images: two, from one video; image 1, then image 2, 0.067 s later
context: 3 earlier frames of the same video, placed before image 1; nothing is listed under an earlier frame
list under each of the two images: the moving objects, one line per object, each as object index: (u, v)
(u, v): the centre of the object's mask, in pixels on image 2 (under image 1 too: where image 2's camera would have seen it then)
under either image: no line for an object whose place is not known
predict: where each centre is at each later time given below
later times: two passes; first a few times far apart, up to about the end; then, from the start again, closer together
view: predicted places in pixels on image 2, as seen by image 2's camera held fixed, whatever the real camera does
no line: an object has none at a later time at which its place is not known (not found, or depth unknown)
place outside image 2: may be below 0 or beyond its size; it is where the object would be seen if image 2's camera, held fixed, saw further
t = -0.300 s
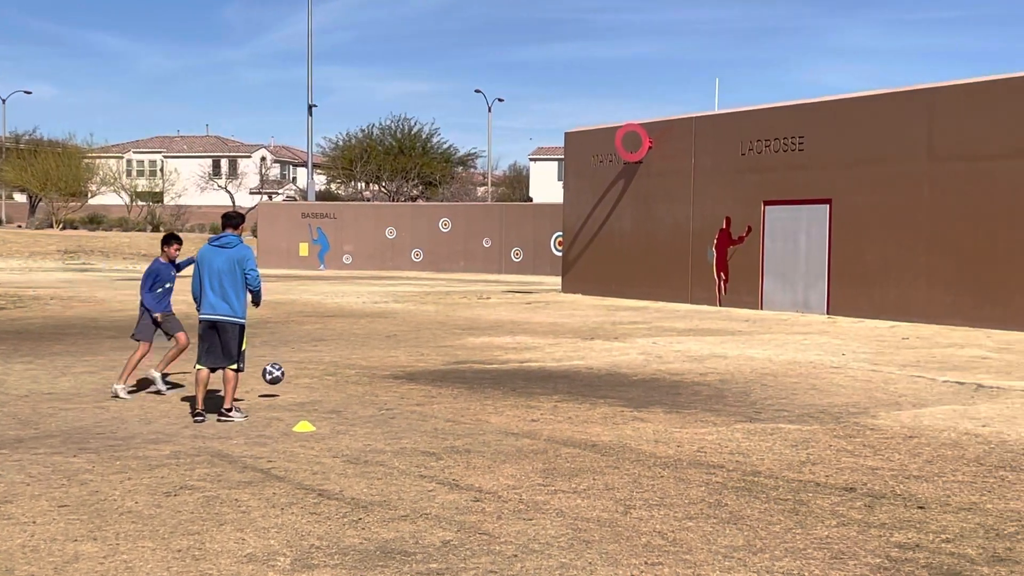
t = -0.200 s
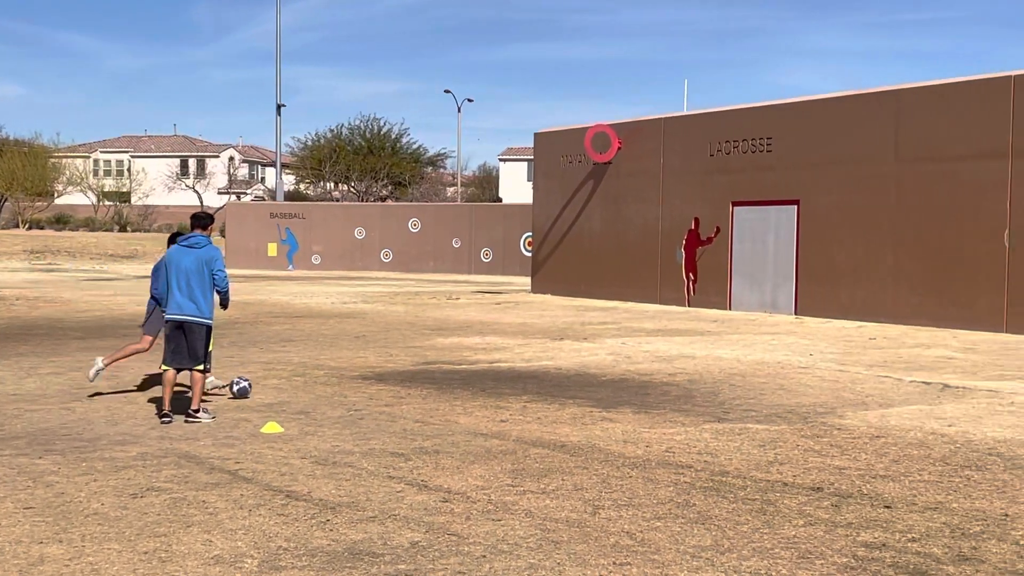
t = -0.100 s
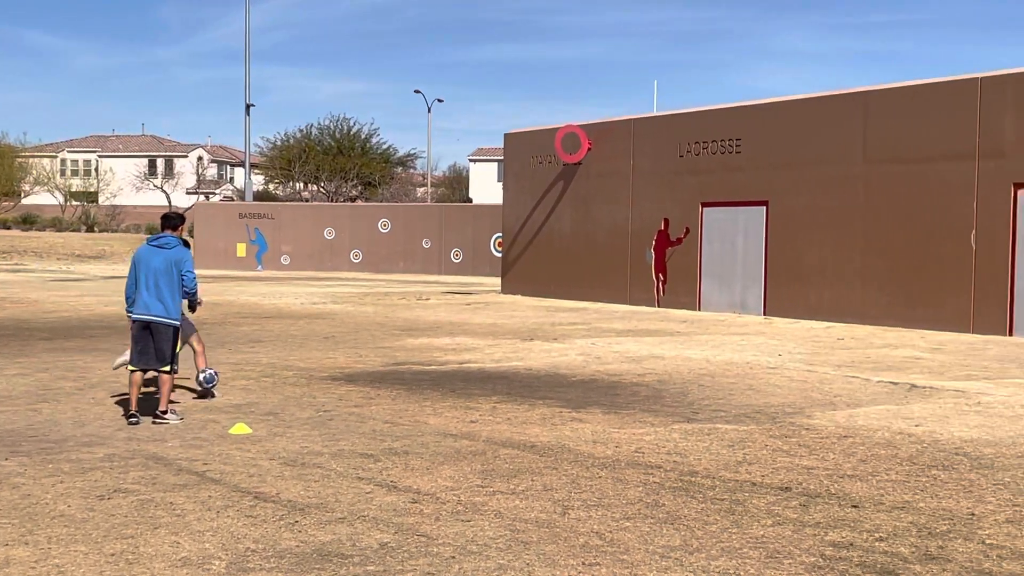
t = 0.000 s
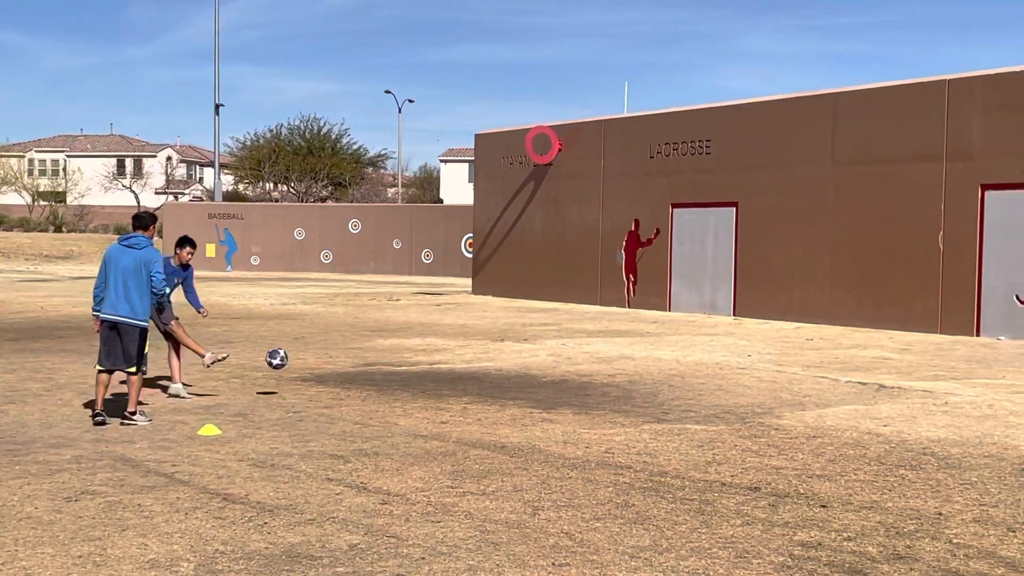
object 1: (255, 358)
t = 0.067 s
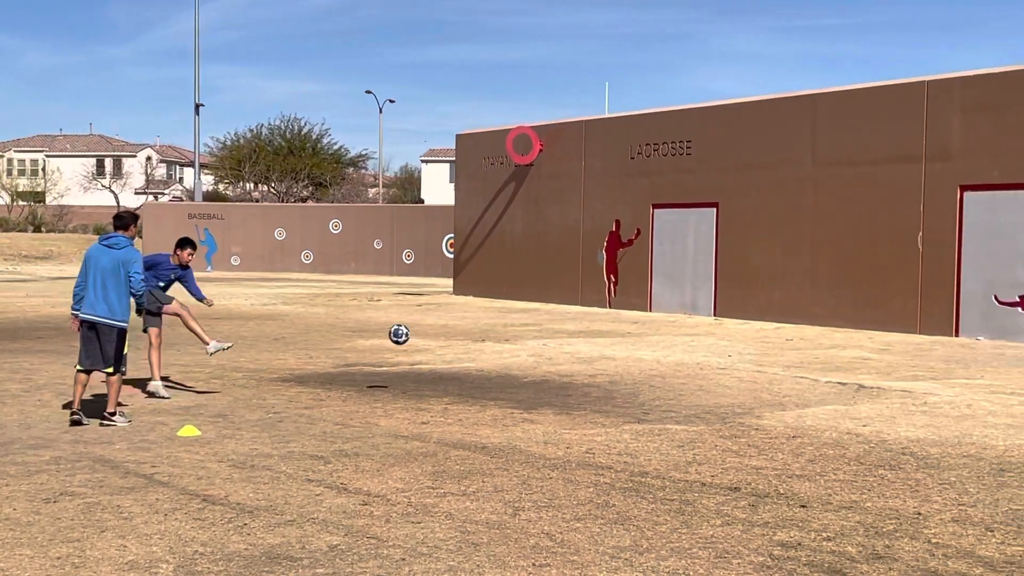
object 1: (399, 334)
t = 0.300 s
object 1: (818, 295)
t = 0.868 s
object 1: (925, 356)
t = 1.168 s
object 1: (692, 385)
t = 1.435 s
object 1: (497, 393)
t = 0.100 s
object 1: (466, 324)
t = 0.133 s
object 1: (530, 316)
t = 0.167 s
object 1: (592, 310)
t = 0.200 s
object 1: (651, 304)
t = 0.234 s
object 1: (708, 300)
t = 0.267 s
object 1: (764, 297)
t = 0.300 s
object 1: (818, 295)
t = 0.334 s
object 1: (870, 295)
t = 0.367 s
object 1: (921, 296)
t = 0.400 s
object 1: (971, 298)
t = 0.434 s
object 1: (1019, 300)
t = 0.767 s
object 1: (1000, 351)
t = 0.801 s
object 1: (973, 360)
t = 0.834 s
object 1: (949, 358)
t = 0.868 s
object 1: (925, 356)
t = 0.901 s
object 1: (901, 355)
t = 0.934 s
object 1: (877, 355)
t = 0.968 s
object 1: (851, 357)
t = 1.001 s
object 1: (825, 359)
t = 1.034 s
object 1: (799, 363)
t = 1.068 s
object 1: (772, 369)
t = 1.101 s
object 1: (745, 375)
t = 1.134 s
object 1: (717, 383)
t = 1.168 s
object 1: (692, 385)
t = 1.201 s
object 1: (668, 384)
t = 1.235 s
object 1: (643, 384)
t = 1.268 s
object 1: (619, 386)
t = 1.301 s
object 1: (594, 388)
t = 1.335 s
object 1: (569, 393)
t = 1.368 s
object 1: (542, 399)
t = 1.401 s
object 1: (519, 399)
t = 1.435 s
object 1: (497, 393)
